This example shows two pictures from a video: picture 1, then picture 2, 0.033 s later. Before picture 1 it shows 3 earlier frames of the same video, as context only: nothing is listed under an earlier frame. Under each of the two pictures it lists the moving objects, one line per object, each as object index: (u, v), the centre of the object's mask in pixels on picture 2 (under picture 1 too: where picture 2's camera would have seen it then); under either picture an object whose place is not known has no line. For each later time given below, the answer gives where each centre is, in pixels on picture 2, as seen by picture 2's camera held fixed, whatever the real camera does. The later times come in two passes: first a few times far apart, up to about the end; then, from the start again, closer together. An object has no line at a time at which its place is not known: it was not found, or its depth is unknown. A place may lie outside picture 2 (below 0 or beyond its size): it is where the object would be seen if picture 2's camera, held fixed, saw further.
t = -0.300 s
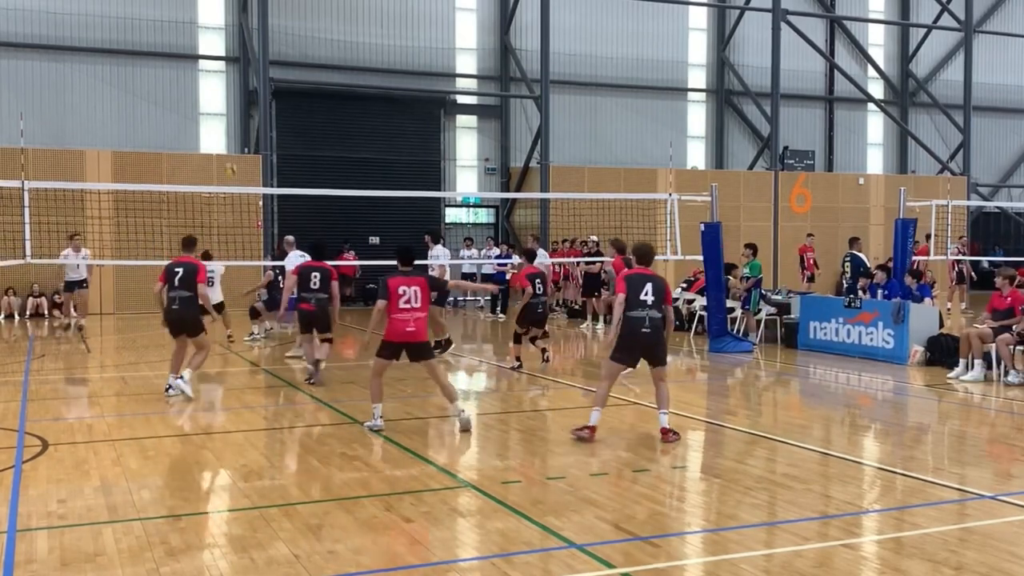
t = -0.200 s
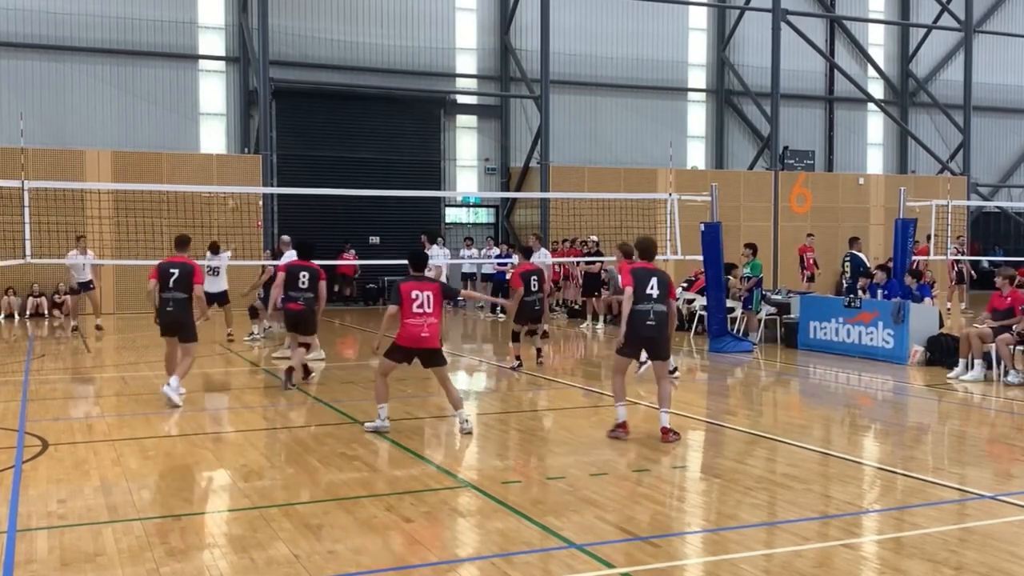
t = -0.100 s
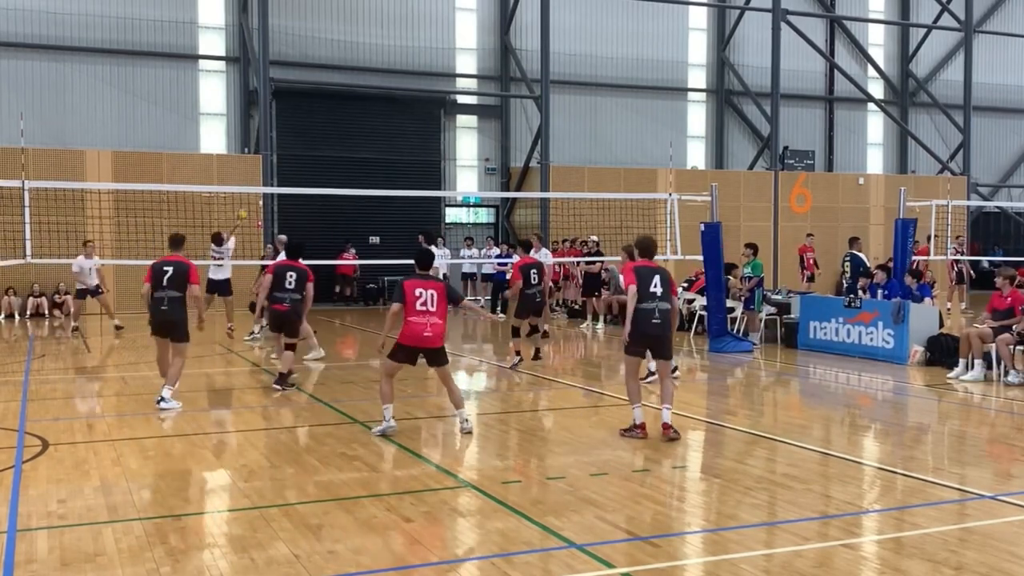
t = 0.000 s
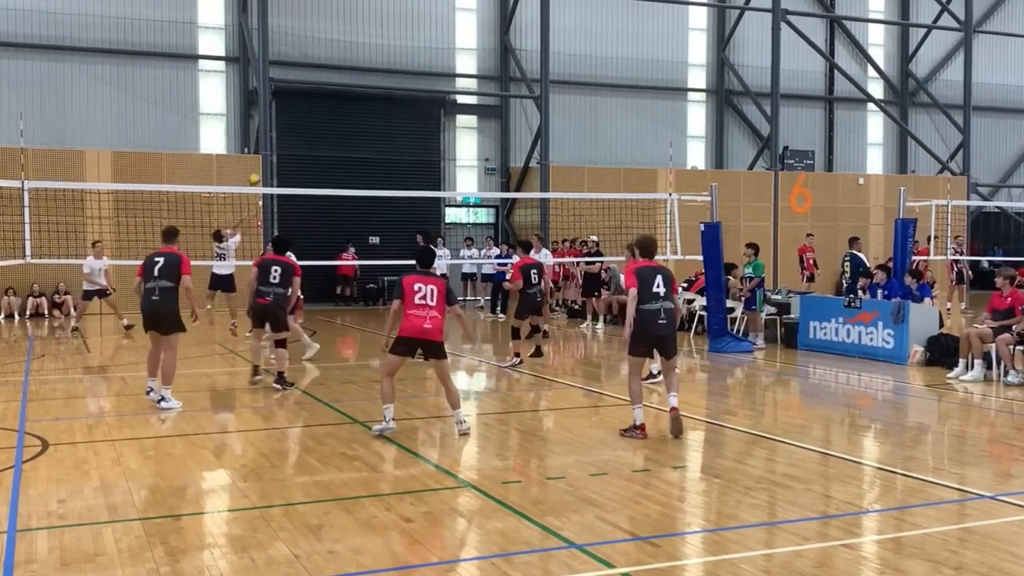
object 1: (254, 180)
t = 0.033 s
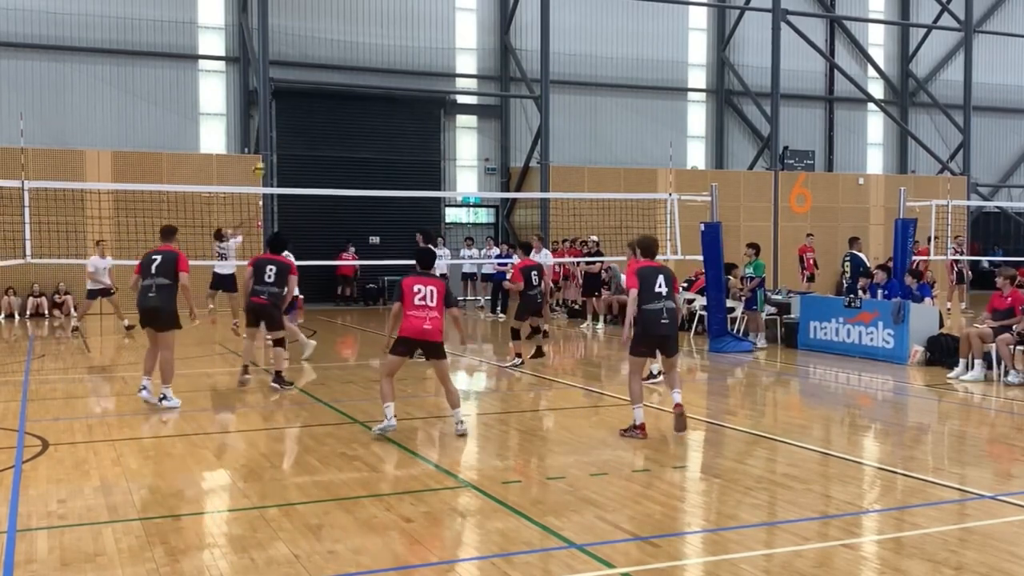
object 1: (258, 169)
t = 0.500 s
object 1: (334, 89)
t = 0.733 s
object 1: (383, 108)
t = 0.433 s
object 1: (321, 92)
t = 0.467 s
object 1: (328, 90)
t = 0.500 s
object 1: (334, 89)
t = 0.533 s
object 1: (341, 89)
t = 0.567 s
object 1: (347, 90)
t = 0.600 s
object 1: (354, 91)
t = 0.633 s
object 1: (361, 94)
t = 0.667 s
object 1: (368, 97)
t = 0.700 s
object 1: (375, 102)
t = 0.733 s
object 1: (383, 108)
